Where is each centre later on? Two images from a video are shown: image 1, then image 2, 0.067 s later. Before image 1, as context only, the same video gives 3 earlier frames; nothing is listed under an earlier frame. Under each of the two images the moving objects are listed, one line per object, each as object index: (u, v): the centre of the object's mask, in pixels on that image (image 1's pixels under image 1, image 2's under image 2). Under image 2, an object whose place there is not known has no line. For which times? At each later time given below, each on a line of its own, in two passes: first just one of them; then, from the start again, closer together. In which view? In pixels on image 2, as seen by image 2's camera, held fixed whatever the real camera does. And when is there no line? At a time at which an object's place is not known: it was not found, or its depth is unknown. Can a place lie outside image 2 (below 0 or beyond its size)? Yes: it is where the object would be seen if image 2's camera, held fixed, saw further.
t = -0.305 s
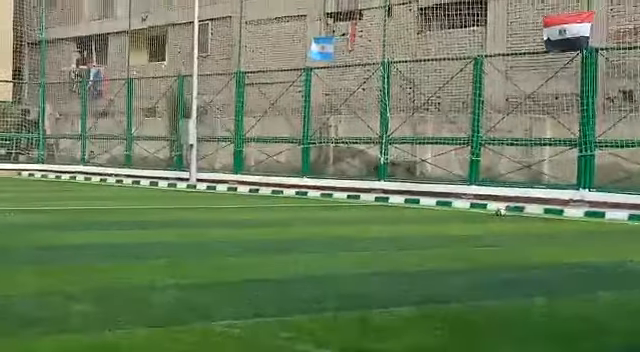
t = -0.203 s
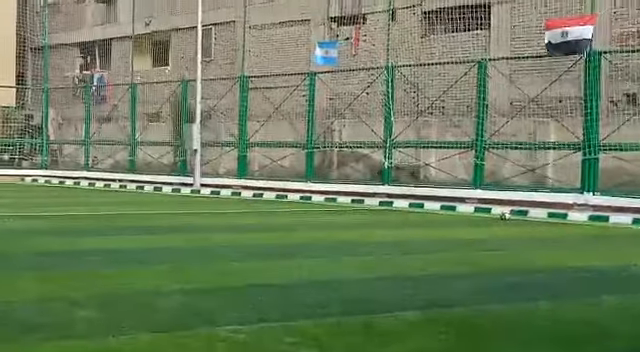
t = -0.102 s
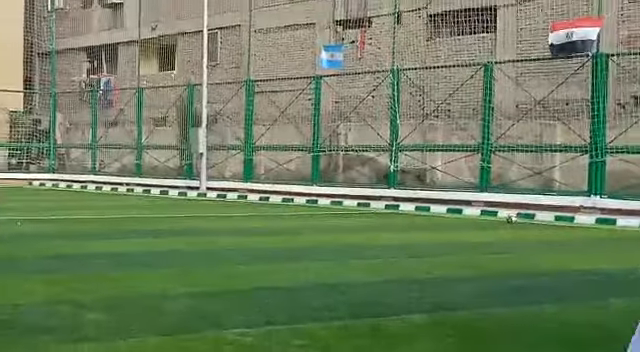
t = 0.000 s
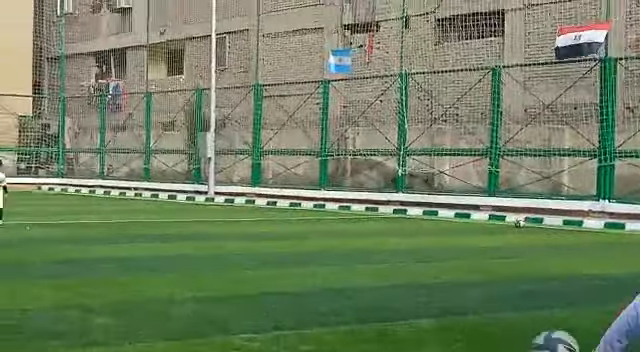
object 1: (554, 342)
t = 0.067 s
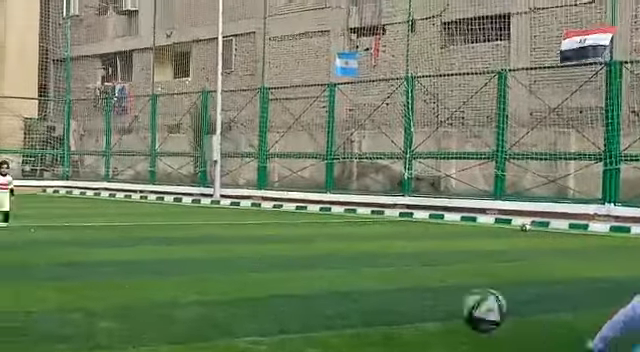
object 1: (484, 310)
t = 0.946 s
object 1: (118, 257)
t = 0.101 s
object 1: (448, 294)
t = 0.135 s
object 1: (419, 283)
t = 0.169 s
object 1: (391, 271)
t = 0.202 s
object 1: (366, 264)
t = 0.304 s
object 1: (307, 259)
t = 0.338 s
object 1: (290, 258)
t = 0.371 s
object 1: (274, 261)
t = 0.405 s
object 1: (259, 265)
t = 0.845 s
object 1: (138, 250)
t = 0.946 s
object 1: (118, 257)
